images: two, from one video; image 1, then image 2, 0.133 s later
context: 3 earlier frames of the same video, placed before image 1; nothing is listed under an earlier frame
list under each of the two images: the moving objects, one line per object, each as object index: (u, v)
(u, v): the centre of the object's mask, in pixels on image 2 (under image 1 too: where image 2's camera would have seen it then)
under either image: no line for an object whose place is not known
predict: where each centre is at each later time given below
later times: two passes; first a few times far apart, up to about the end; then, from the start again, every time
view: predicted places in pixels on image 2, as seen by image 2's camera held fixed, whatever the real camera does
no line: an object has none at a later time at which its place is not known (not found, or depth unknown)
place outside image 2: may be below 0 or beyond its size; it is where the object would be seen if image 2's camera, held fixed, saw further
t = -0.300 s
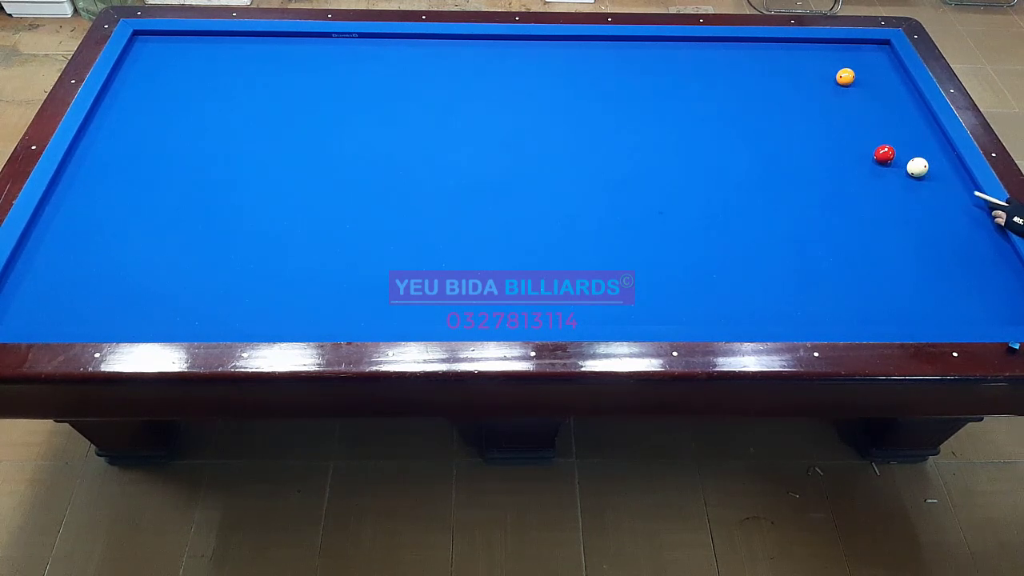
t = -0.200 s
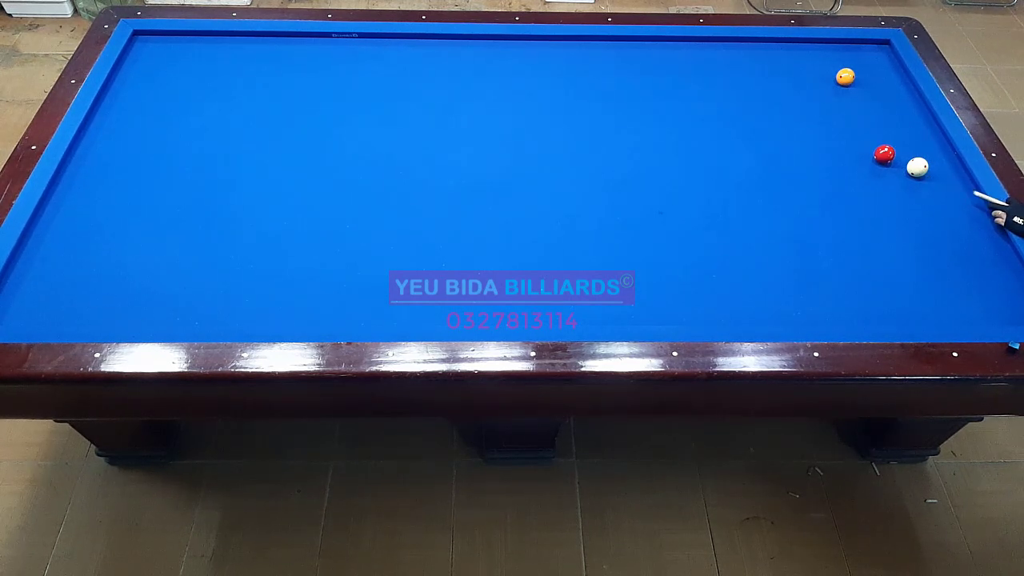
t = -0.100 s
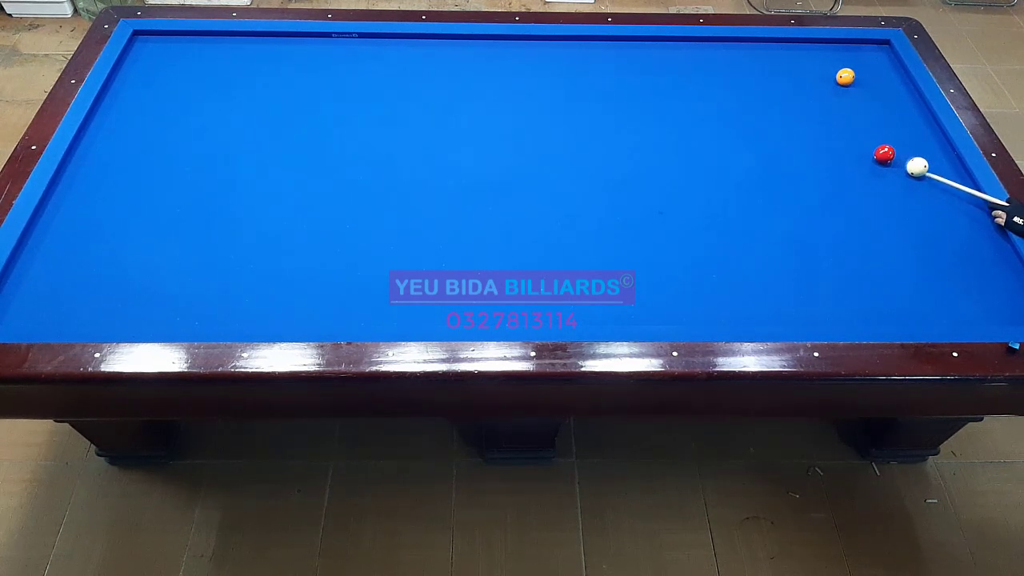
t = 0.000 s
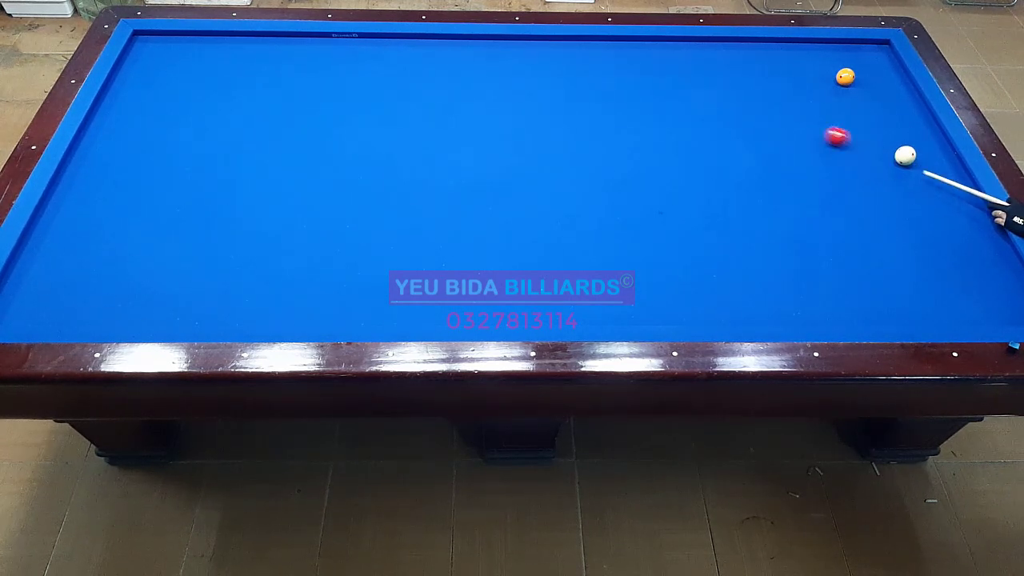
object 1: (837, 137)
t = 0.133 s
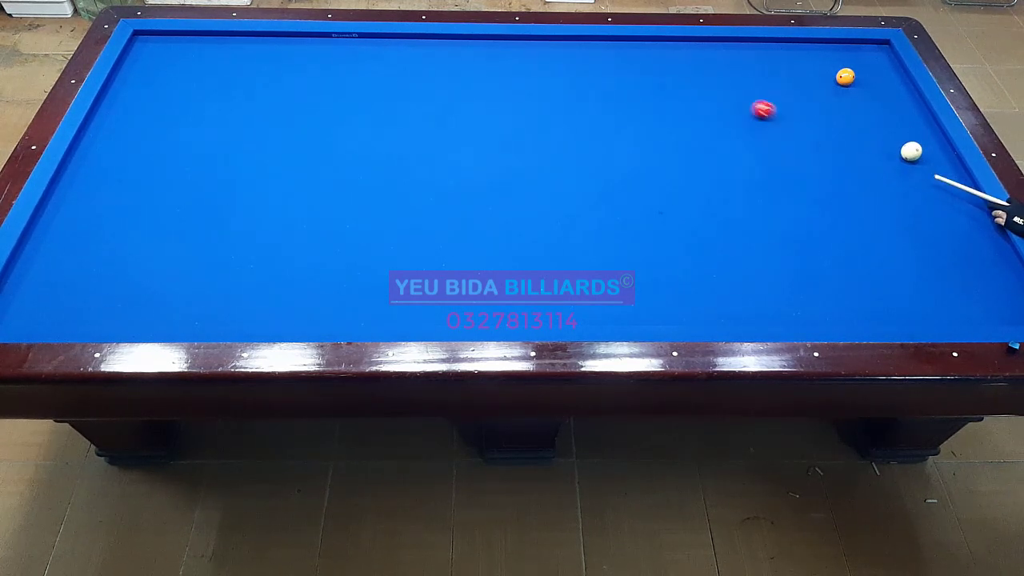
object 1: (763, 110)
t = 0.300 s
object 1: (687, 82)
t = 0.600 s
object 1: (572, 41)
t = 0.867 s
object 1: (501, 63)
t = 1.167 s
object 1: (417, 83)
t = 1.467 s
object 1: (327, 105)
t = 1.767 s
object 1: (231, 127)
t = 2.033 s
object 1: (141, 149)
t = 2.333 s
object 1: (86, 173)
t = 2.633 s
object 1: (132, 196)
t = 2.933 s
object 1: (176, 218)
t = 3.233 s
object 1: (221, 242)
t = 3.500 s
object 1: (263, 262)
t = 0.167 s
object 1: (746, 104)
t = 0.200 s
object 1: (730, 98)
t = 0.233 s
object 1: (715, 93)
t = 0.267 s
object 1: (701, 88)
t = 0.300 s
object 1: (687, 82)
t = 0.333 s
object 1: (673, 78)
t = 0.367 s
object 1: (660, 73)
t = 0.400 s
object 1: (647, 68)
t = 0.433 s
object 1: (634, 63)
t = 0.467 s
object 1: (621, 59)
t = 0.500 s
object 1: (609, 54)
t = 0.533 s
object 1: (596, 49)
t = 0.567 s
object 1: (584, 45)
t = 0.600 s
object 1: (572, 41)
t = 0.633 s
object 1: (563, 43)
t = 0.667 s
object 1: (555, 47)
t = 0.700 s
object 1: (547, 50)
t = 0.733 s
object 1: (538, 53)
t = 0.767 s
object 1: (529, 56)
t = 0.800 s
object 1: (520, 59)
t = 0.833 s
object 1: (511, 61)
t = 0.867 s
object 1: (501, 63)
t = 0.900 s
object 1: (492, 65)
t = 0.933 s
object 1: (483, 67)
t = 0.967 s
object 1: (474, 70)
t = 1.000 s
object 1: (465, 72)
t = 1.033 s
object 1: (455, 74)
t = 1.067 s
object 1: (446, 77)
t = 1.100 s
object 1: (436, 79)
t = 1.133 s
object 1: (426, 81)
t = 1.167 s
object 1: (417, 83)
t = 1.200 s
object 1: (407, 86)
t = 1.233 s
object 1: (397, 88)
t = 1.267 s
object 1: (387, 91)
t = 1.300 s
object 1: (377, 93)
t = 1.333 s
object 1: (367, 95)
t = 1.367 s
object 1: (357, 98)
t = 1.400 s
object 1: (347, 100)
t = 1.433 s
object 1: (336, 102)
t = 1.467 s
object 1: (327, 105)
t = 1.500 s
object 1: (316, 107)
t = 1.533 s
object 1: (305, 109)
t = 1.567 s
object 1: (295, 112)
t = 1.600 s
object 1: (285, 115)
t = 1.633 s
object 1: (274, 117)
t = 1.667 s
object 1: (263, 119)
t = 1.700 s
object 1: (253, 122)
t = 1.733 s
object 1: (241, 125)
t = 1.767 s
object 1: (231, 127)
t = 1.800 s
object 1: (220, 130)
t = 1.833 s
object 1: (209, 132)
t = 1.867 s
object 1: (198, 135)
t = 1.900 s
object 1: (187, 138)
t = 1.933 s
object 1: (175, 140)
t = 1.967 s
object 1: (164, 143)
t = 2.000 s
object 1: (153, 146)
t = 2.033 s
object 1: (141, 149)
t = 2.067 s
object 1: (130, 151)
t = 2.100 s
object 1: (118, 154)
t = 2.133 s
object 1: (107, 157)
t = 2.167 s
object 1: (95, 160)
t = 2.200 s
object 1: (83, 162)
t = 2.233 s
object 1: (71, 166)
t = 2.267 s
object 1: (71, 168)
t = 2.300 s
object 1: (79, 171)
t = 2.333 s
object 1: (86, 173)
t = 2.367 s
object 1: (93, 176)
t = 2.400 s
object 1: (98, 178)
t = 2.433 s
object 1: (103, 180)
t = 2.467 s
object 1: (108, 183)
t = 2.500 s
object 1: (113, 185)
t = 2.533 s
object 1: (117, 188)
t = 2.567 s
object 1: (122, 190)
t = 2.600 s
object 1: (127, 193)
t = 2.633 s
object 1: (132, 196)
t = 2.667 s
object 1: (137, 198)
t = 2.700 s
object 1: (142, 200)
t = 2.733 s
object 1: (146, 203)
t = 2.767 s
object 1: (151, 205)
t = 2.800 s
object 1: (156, 208)
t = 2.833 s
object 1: (161, 211)
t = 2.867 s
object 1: (166, 213)
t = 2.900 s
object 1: (171, 216)
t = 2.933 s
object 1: (176, 218)
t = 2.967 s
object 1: (181, 221)
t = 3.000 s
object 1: (186, 223)
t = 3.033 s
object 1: (191, 226)
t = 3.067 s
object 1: (196, 229)
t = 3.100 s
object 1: (201, 231)
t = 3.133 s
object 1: (206, 233)
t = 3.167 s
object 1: (211, 236)
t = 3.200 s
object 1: (216, 239)
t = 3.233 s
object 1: (221, 242)
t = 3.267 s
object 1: (227, 244)
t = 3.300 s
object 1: (232, 247)
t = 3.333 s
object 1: (237, 249)
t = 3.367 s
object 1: (242, 252)
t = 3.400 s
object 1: (247, 254)
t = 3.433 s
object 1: (252, 257)
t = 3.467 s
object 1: (258, 260)
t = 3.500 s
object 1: (263, 262)
